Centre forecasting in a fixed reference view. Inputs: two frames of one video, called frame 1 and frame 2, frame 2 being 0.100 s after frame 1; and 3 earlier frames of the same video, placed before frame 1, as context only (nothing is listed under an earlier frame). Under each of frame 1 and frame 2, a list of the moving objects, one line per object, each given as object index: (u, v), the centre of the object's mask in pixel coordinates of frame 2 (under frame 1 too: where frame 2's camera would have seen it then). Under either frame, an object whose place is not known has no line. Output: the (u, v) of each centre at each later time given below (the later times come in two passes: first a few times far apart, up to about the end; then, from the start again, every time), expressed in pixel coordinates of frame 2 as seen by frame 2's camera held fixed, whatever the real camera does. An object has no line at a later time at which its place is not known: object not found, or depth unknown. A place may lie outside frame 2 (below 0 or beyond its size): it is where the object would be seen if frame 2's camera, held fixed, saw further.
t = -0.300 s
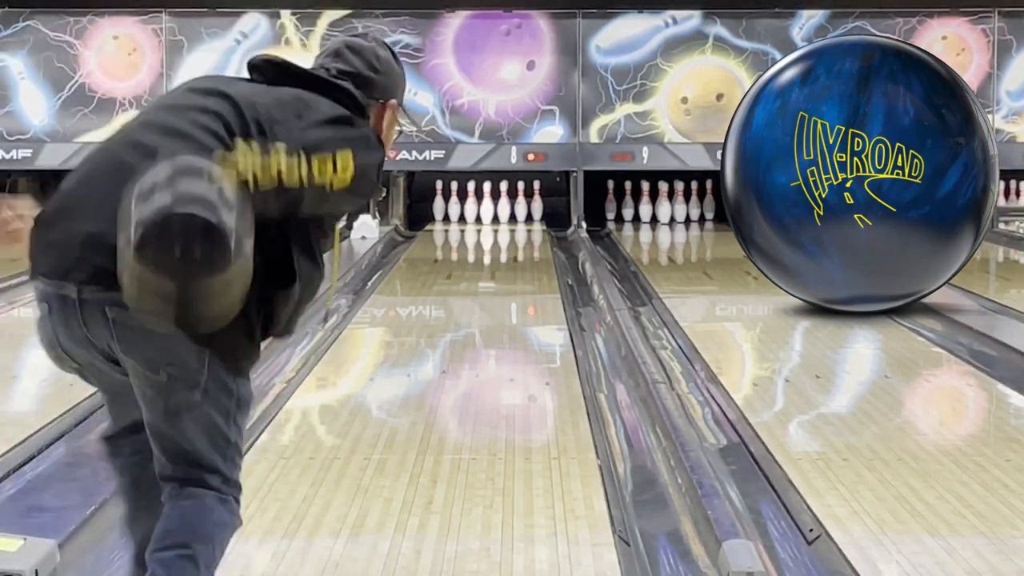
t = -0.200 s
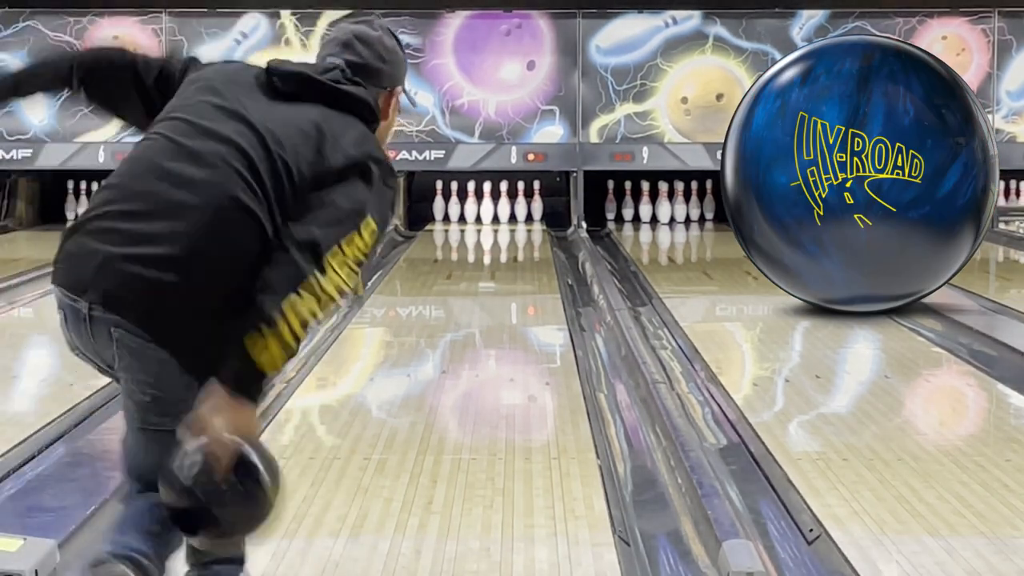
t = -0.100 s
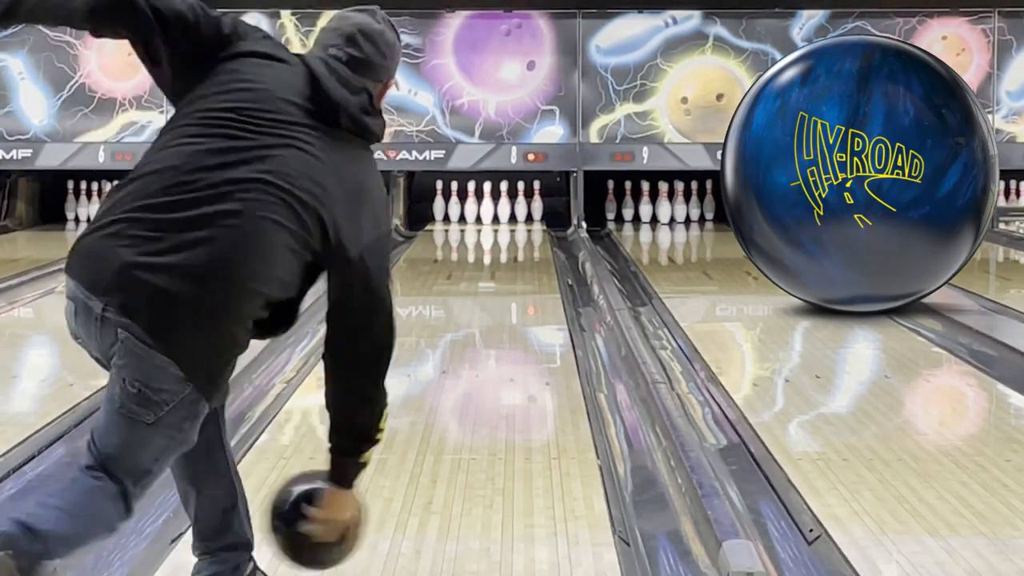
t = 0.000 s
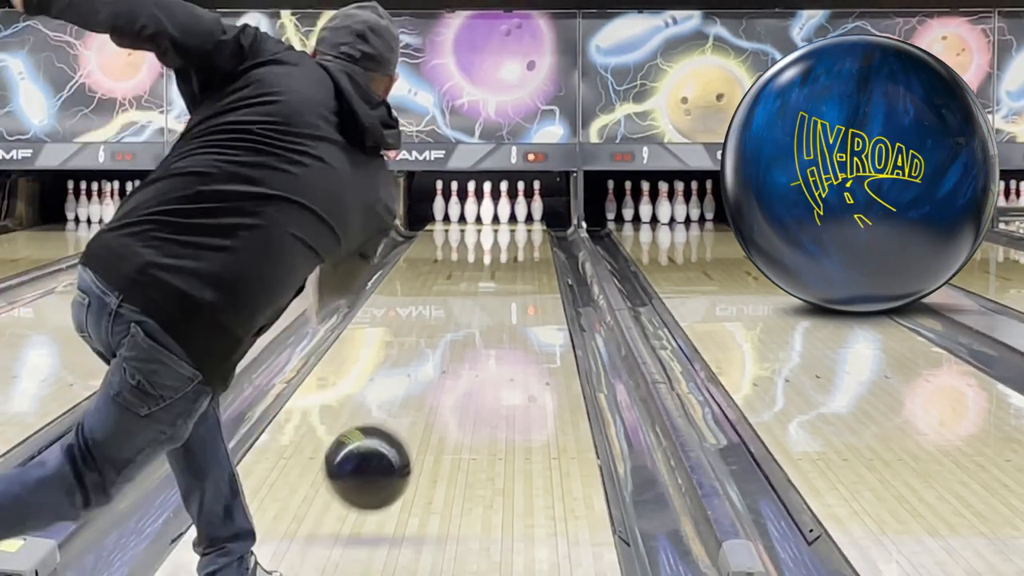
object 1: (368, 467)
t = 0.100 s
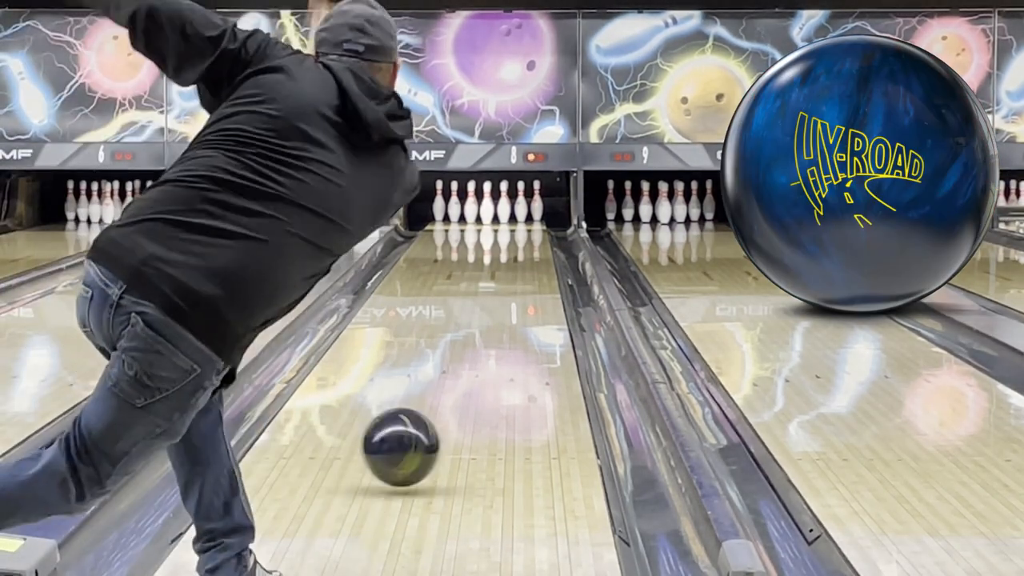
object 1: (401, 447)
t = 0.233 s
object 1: (435, 409)
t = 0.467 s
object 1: (475, 354)
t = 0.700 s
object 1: (501, 317)
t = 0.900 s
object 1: (516, 293)
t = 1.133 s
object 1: (528, 271)
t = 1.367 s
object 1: (534, 253)
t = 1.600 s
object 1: (536, 240)
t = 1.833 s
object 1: (531, 229)
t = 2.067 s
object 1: (520, 220)
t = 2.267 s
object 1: (506, 214)
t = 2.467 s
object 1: (503, 211)
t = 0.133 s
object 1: (410, 442)
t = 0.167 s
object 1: (419, 430)
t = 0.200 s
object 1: (427, 420)
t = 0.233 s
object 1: (435, 409)
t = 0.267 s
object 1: (441, 400)
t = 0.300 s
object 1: (447, 391)
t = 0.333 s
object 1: (454, 383)
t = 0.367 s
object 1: (460, 374)
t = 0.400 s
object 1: (465, 367)
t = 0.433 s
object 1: (470, 360)
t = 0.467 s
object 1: (475, 354)
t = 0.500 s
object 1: (479, 348)
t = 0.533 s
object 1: (483, 342)
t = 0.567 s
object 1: (487, 337)
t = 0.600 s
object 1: (491, 331)
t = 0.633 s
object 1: (494, 326)
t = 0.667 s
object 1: (498, 322)
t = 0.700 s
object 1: (501, 317)
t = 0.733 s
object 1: (504, 312)
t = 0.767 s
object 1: (506, 308)
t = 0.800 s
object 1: (509, 304)
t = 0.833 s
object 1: (511, 300)
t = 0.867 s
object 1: (514, 296)
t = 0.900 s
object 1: (516, 293)
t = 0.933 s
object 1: (518, 289)
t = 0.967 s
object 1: (520, 286)
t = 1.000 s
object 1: (522, 282)
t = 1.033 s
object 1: (523, 280)
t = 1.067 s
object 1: (525, 276)
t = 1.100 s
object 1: (526, 274)
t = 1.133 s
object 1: (528, 271)
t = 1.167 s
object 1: (529, 268)
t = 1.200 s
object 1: (530, 265)
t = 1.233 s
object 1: (531, 263)
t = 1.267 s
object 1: (532, 260)
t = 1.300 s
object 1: (533, 258)
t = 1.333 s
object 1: (534, 255)
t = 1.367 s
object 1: (534, 253)
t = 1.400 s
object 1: (535, 251)
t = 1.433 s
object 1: (536, 249)
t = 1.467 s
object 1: (536, 247)
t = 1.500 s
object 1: (536, 245)
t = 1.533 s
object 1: (536, 244)
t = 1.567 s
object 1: (536, 242)
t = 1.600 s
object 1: (536, 240)
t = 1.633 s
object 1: (536, 238)
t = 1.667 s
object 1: (535, 236)
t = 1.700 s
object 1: (535, 235)
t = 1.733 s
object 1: (534, 233)
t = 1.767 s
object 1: (533, 232)
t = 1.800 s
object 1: (532, 231)
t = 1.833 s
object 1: (531, 229)
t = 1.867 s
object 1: (530, 228)
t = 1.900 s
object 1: (528, 227)
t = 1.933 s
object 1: (527, 225)
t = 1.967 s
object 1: (525, 224)
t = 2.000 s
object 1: (524, 223)
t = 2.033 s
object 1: (522, 222)
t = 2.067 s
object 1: (520, 220)
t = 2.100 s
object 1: (518, 220)
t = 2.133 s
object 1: (516, 219)
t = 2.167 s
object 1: (513, 217)
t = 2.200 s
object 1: (511, 216)
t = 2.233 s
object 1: (507, 216)
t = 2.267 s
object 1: (506, 214)
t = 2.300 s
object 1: (504, 213)
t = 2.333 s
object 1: (501, 213)
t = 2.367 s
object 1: (502, 212)
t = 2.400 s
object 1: (502, 212)
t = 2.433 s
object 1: (503, 211)
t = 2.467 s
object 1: (503, 211)
